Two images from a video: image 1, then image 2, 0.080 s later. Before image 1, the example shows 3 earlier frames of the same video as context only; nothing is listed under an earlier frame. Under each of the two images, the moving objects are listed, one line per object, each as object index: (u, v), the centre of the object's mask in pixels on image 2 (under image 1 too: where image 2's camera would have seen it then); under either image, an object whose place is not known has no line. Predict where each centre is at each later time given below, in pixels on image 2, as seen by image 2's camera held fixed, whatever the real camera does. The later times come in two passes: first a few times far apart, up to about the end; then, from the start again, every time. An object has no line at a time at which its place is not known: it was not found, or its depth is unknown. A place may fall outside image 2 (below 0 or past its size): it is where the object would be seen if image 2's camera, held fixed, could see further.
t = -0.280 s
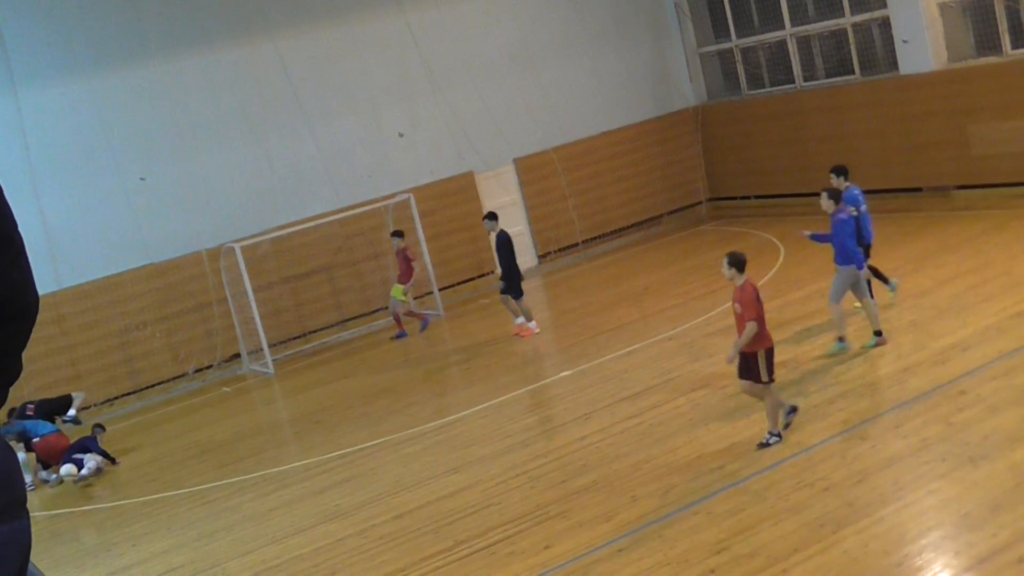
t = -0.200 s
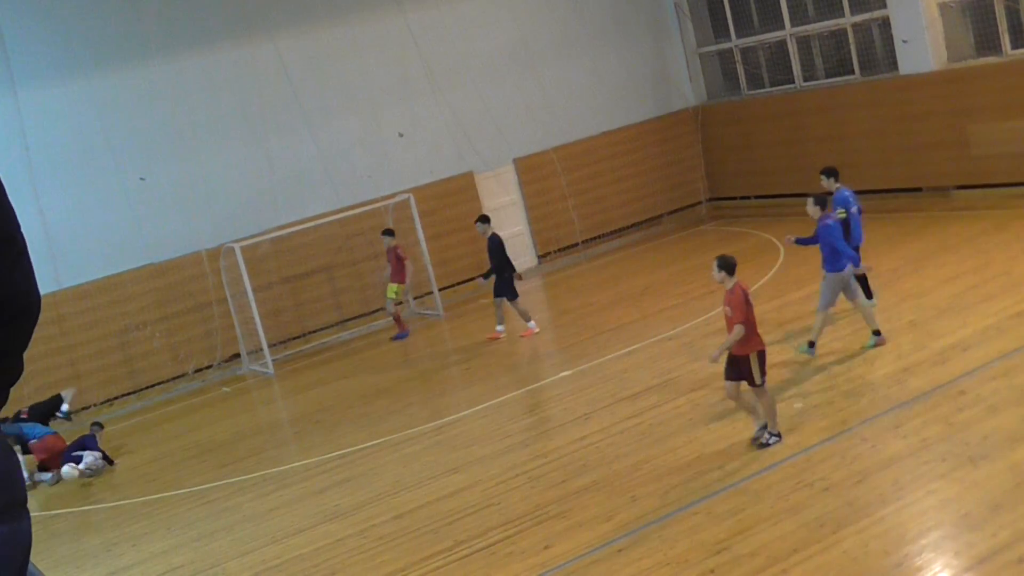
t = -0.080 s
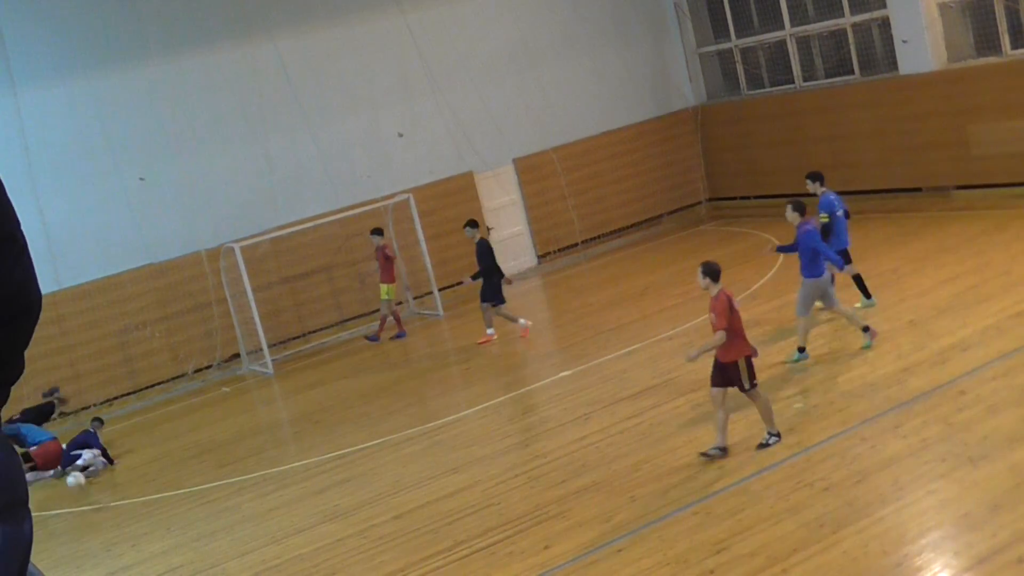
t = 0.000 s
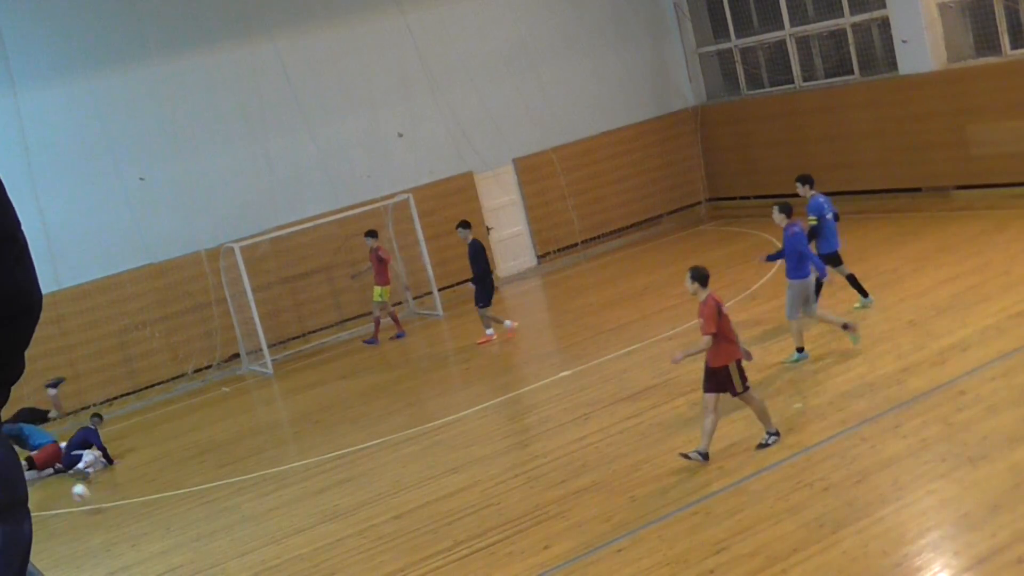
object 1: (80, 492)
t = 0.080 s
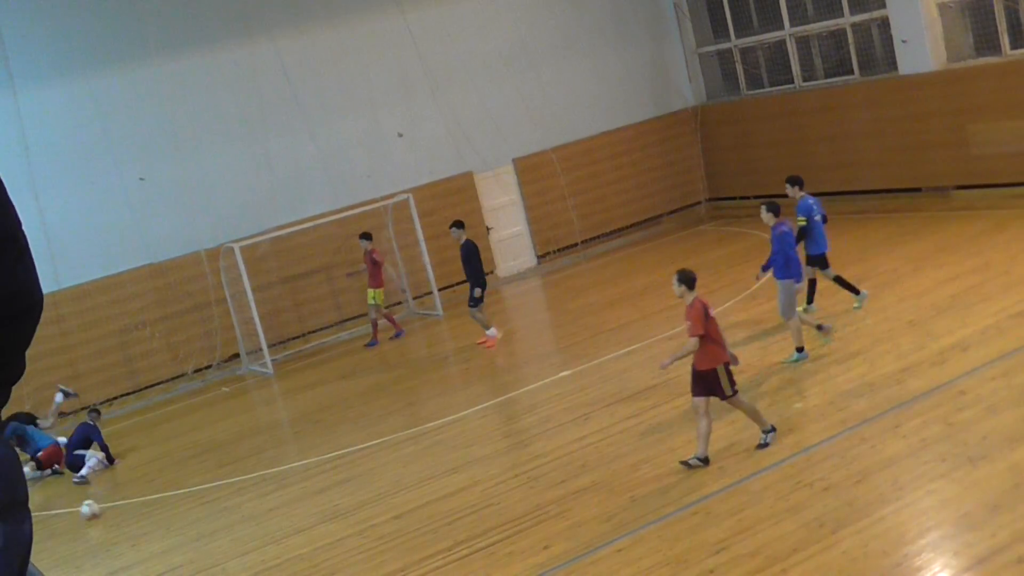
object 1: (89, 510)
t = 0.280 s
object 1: (102, 503)
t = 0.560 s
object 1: (124, 522)
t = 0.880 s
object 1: (151, 537)
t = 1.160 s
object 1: (177, 548)
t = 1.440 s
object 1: (204, 558)
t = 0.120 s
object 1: (91, 505)
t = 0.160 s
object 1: (94, 502)
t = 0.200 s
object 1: (97, 501)
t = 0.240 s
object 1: (98, 502)
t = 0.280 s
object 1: (102, 503)
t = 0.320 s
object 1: (104, 507)
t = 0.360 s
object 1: (109, 514)
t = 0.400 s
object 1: (113, 520)
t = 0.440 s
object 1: (115, 520)
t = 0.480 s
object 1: (118, 518)
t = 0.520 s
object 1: (121, 519)
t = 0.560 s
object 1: (124, 522)
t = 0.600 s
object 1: (127, 527)
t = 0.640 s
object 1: (130, 528)
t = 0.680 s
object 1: (134, 529)
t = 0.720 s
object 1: (137, 531)
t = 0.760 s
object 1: (141, 534)
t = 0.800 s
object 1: (144, 535)
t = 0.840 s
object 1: (147, 536)
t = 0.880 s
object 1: (151, 537)
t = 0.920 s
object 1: (154, 540)
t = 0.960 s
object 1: (158, 541)
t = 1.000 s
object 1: (162, 543)
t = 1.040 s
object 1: (165, 544)
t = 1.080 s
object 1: (169, 546)
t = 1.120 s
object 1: (172, 547)
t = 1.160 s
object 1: (177, 548)
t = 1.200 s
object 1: (180, 549)
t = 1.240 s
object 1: (185, 551)
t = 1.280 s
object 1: (188, 552)
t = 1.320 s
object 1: (192, 553)
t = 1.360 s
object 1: (196, 555)
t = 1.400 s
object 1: (199, 556)
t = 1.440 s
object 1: (204, 558)
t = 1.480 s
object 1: (208, 559)
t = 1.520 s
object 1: (212, 561)
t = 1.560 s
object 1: (215, 561)
